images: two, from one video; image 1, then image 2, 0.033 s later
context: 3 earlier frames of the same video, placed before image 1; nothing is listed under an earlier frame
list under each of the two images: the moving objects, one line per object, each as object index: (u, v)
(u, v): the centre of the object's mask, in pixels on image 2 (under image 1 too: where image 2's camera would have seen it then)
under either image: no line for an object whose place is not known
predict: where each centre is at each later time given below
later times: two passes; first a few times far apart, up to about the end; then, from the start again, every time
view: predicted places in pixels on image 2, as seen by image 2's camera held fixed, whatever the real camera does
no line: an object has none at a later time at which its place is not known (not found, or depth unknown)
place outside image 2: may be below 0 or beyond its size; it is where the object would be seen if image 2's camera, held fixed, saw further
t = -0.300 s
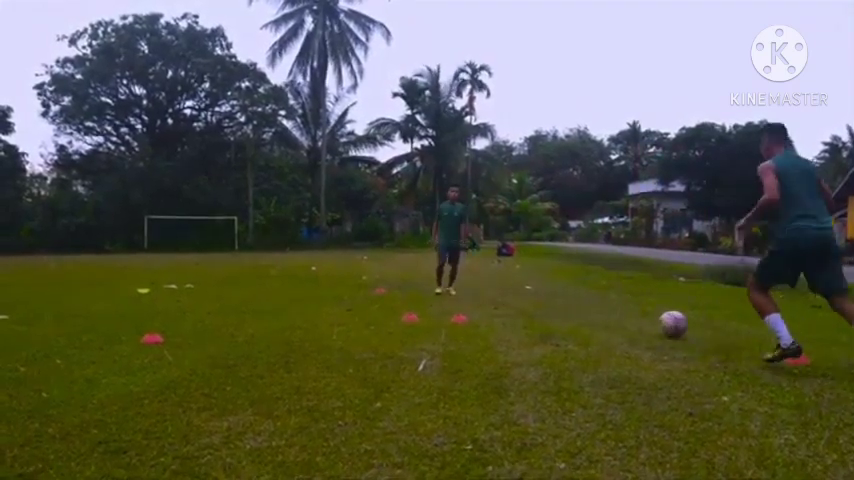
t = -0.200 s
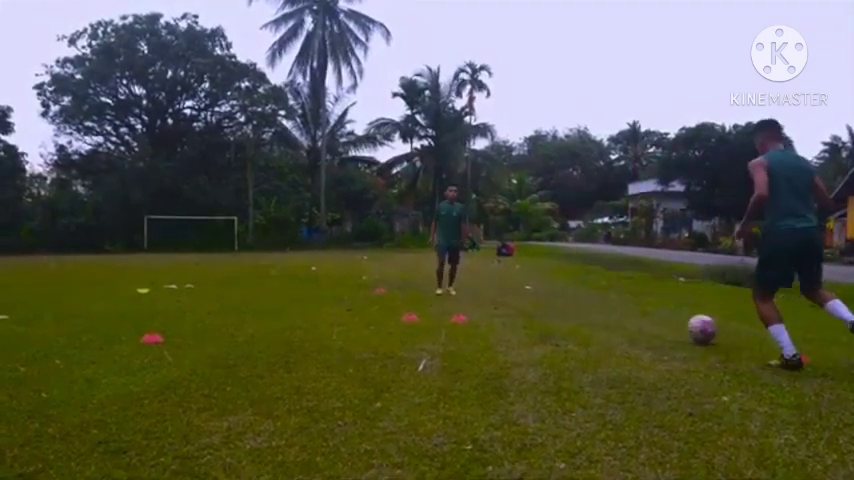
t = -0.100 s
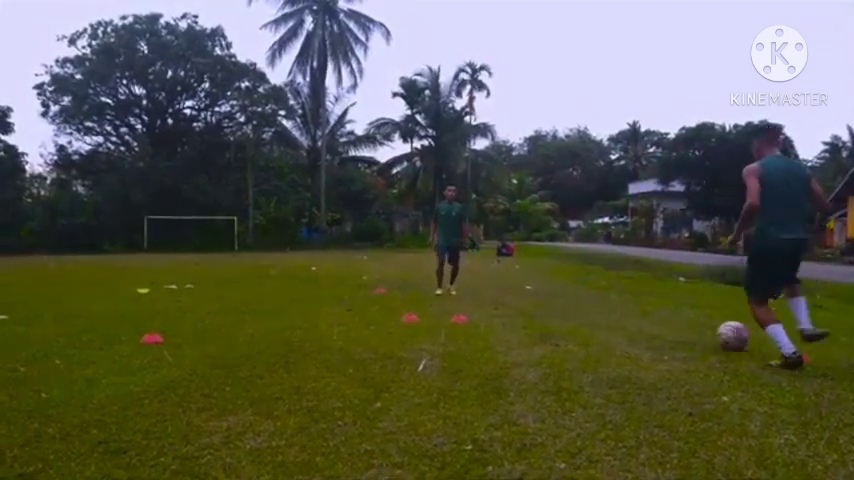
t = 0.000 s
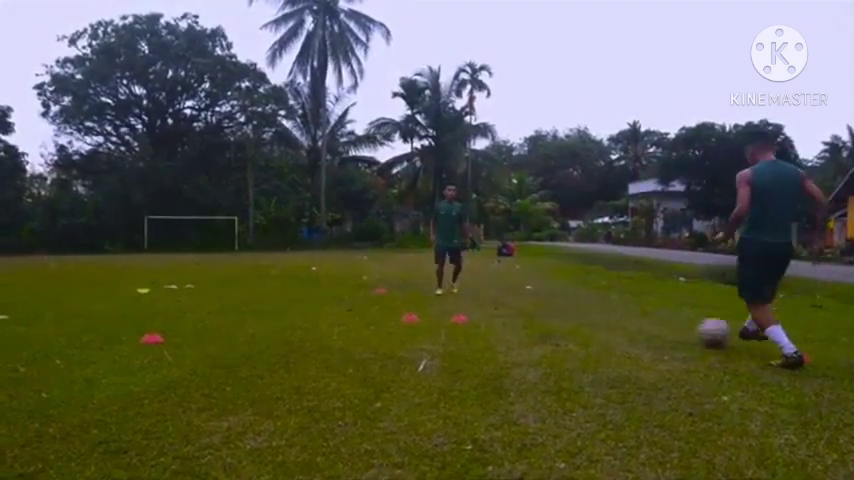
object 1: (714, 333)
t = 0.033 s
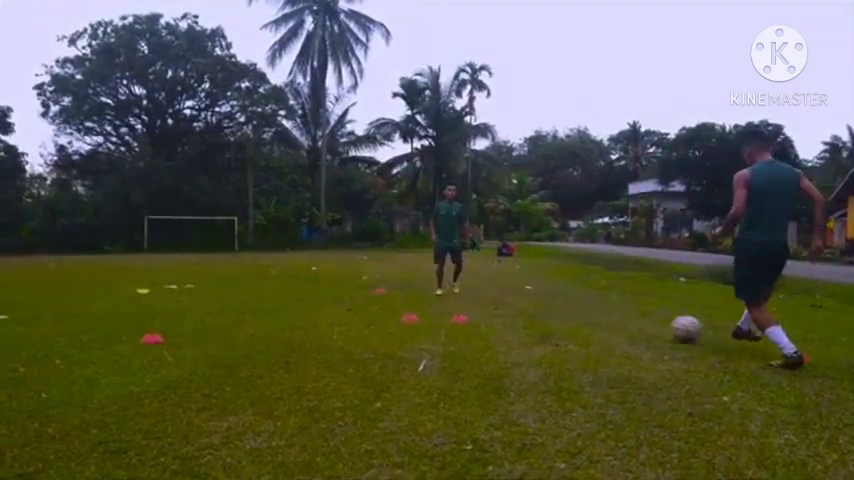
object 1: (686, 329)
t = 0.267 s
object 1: (559, 309)
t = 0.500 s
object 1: (495, 299)
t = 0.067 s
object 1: (664, 323)
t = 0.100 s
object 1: (642, 318)
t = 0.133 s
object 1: (622, 314)
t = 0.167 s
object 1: (605, 311)
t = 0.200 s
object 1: (587, 311)
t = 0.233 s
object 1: (572, 312)
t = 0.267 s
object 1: (559, 309)
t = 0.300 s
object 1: (549, 307)
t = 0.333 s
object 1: (539, 305)
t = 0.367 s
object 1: (528, 303)
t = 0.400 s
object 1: (520, 303)
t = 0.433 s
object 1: (511, 301)
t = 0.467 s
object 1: (502, 300)
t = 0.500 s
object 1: (495, 299)
